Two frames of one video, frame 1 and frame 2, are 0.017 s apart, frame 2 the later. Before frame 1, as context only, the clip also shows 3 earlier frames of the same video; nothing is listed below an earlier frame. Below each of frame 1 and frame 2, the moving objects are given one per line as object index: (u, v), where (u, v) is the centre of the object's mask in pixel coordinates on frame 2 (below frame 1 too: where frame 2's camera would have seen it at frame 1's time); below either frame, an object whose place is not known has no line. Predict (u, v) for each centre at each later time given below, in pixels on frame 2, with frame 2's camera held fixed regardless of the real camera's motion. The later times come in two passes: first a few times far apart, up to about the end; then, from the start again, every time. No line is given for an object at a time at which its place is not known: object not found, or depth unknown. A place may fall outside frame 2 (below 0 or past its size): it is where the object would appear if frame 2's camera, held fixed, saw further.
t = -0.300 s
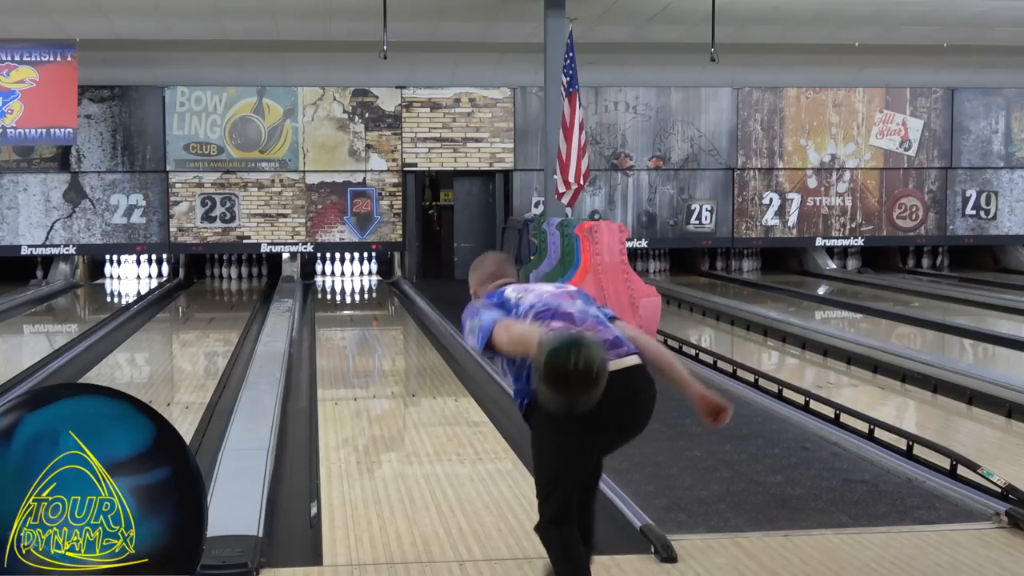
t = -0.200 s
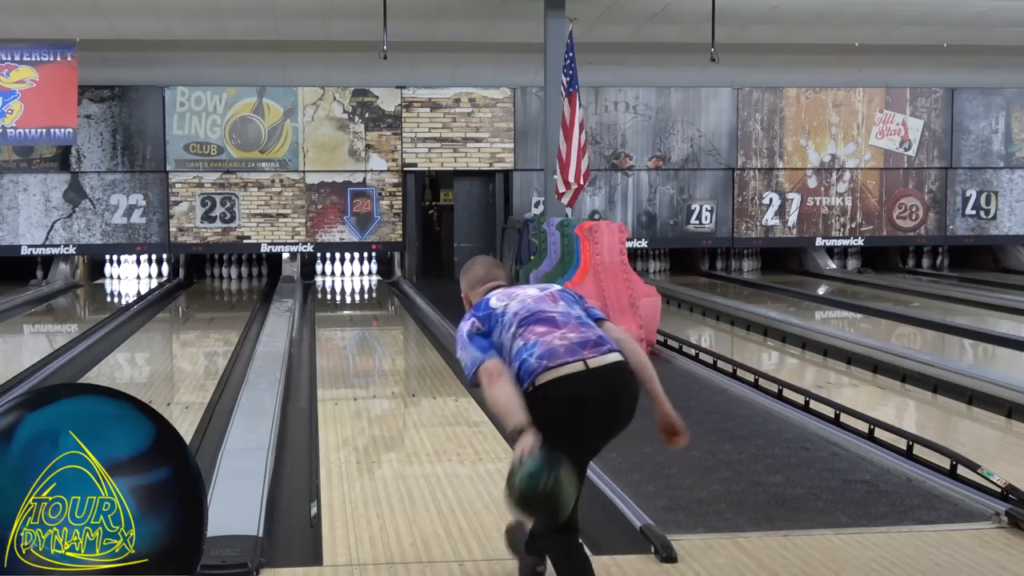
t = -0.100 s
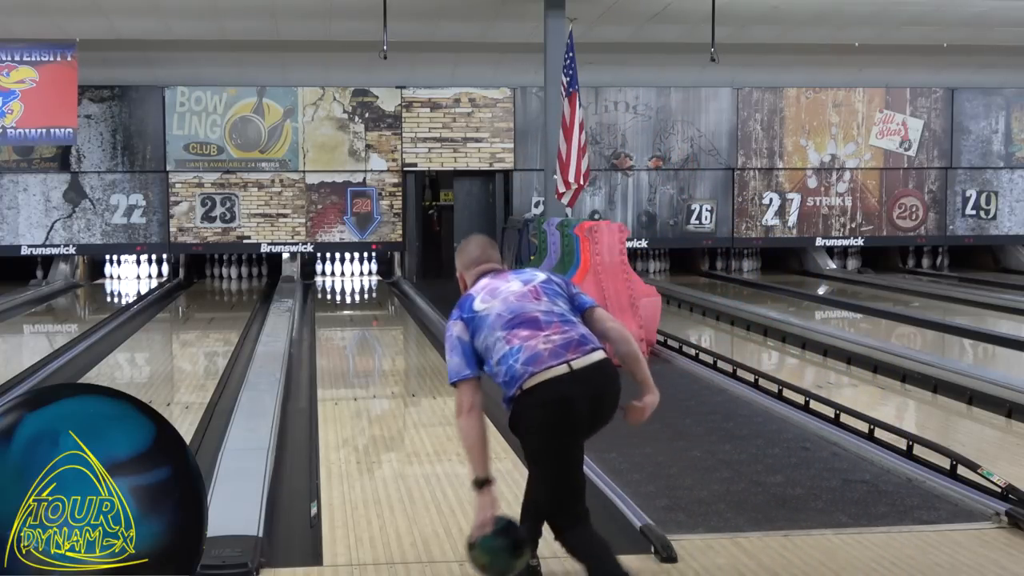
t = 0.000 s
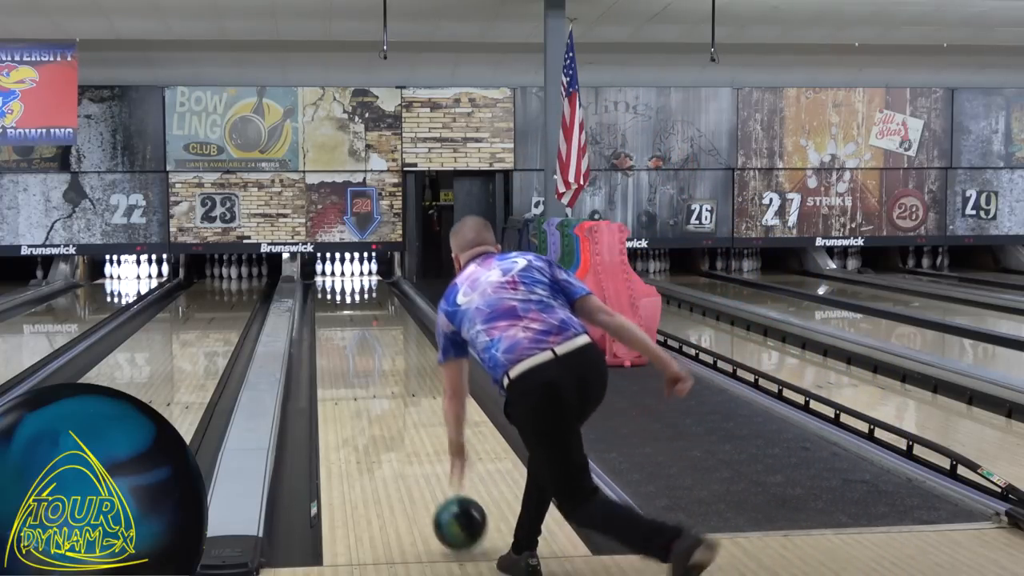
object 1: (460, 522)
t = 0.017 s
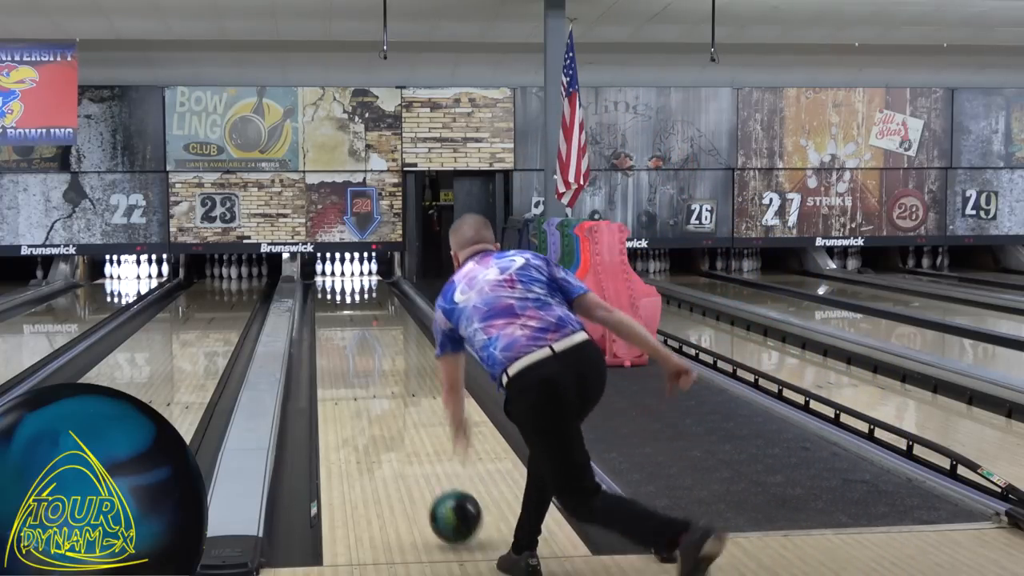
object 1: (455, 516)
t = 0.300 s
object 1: (402, 431)
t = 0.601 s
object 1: (371, 377)
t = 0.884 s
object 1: (354, 344)
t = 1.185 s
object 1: (342, 320)
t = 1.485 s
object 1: (335, 303)
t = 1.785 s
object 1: (330, 290)
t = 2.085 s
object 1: (333, 280)
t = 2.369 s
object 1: (340, 273)
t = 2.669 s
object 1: (345, 268)
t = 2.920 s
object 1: (351, 269)
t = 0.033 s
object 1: (451, 511)
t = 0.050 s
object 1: (447, 506)
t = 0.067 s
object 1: (443, 501)
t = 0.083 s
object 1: (439, 494)
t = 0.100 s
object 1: (436, 488)
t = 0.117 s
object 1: (432, 482)
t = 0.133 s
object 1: (429, 477)
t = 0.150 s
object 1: (426, 472)
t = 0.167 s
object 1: (423, 467)
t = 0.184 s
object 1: (420, 462)
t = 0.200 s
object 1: (417, 457)
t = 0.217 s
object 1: (414, 452)
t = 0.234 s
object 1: (411, 448)
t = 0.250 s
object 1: (409, 443)
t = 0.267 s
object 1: (407, 439)
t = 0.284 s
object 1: (404, 435)
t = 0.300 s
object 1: (402, 431)
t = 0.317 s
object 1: (399, 427)
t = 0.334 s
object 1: (398, 424)
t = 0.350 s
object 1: (396, 420)
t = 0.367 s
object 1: (394, 416)
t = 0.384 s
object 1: (392, 413)
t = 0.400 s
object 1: (390, 409)
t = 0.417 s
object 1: (388, 406)
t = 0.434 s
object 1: (386, 403)
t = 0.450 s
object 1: (384, 400)
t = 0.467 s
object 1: (383, 397)
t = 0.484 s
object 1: (381, 394)
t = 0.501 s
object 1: (379, 391)
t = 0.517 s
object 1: (378, 389)
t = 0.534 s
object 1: (377, 386)
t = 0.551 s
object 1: (375, 384)
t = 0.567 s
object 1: (374, 381)
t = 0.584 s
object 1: (372, 379)
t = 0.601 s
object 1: (371, 377)
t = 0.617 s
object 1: (370, 375)
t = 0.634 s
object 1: (369, 372)
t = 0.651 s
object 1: (368, 370)
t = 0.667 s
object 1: (366, 368)
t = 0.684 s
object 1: (365, 366)
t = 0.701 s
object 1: (364, 364)
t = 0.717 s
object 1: (363, 362)
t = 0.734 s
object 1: (362, 360)
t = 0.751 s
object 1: (361, 358)
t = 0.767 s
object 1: (360, 356)
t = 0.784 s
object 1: (359, 354)
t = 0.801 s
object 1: (358, 352)
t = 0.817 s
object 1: (357, 351)
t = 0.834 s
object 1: (356, 349)
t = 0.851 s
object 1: (356, 347)
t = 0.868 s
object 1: (355, 345)
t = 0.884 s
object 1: (354, 344)
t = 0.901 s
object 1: (353, 342)
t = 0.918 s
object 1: (352, 341)
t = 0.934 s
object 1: (351, 339)
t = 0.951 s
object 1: (351, 338)
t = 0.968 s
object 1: (350, 337)
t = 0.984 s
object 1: (349, 335)
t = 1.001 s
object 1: (349, 334)
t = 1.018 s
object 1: (348, 332)
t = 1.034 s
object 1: (347, 331)
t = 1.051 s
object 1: (346, 330)
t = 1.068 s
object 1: (346, 329)
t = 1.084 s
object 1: (345, 328)
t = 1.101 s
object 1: (345, 326)
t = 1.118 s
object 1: (344, 325)
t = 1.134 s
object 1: (343, 323)
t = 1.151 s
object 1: (343, 322)
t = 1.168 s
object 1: (342, 321)
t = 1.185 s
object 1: (342, 320)
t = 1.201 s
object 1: (342, 319)
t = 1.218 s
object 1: (341, 318)
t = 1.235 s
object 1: (340, 317)
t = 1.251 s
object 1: (340, 316)
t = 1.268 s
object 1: (340, 316)
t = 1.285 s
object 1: (339, 315)
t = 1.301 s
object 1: (339, 313)
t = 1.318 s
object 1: (338, 312)
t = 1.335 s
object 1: (338, 311)
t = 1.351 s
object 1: (338, 310)
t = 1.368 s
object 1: (337, 309)
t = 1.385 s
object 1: (337, 308)
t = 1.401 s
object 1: (337, 307)
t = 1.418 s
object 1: (336, 306)
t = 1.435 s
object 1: (336, 305)
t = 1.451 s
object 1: (336, 304)
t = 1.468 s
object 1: (335, 304)
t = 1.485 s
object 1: (335, 303)
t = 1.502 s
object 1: (334, 301)
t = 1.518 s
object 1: (334, 301)
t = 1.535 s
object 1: (334, 300)
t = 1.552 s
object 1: (334, 300)
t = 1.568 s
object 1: (334, 299)
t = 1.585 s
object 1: (333, 298)
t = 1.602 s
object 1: (333, 298)
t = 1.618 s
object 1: (332, 297)
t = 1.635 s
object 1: (332, 296)
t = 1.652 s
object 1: (332, 295)
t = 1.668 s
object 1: (331, 294)
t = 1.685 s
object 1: (331, 294)
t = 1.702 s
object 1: (331, 293)
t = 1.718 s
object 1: (331, 292)
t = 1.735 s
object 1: (331, 292)
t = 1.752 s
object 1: (331, 291)
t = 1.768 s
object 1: (331, 290)
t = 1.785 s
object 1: (330, 290)
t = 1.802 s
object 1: (330, 289)
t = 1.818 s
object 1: (330, 289)
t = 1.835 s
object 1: (330, 288)
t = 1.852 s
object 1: (330, 287)
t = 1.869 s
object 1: (330, 287)
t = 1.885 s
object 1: (330, 286)
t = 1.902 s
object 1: (330, 285)
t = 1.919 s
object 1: (331, 285)
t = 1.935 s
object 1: (330, 284)
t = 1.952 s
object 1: (330, 284)
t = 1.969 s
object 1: (331, 283)
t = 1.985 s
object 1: (331, 283)
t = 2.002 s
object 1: (331, 282)
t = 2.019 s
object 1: (331, 281)
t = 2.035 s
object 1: (332, 281)
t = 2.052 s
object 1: (332, 281)
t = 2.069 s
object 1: (333, 280)
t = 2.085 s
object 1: (333, 280)
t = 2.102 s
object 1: (333, 279)
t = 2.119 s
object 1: (334, 279)
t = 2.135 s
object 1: (334, 278)
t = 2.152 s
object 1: (334, 278)
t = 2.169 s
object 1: (335, 277)
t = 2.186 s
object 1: (335, 277)
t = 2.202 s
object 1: (335, 276)
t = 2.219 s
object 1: (336, 276)
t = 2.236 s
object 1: (337, 275)
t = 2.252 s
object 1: (337, 275)
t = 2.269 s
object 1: (338, 274)
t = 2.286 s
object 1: (338, 274)
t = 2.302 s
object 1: (338, 274)
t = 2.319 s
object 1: (339, 273)
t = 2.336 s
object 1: (339, 273)
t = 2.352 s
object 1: (340, 273)
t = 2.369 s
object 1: (340, 273)
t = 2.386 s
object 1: (341, 272)
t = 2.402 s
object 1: (341, 272)
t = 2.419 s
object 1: (342, 271)
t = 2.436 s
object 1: (342, 271)
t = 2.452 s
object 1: (342, 271)
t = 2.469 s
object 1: (341, 270)
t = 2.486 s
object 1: (342, 270)
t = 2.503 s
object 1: (342, 270)
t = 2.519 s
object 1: (343, 270)
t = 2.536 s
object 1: (343, 270)
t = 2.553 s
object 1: (343, 269)
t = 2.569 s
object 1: (343, 270)
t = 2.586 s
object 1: (343, 269)
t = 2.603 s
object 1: (343, 269)
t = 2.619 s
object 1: (343, 269)
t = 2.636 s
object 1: (344, 269)
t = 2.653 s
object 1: (344, 268)
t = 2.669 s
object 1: (345, 268)
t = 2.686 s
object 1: (344, 268)
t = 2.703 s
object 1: (345, 269)
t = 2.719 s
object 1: (346, 269)
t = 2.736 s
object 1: (346, 268)
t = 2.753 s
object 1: (346, 268)
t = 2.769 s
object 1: (348, 268)
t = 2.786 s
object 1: (347, 268)
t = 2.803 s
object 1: (347, 267)
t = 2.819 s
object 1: (347, 267)
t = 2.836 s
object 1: (348, 267)
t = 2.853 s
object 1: (349, 268)
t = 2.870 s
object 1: (350, 269)
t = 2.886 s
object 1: (350, 269)
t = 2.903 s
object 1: (350, 269)
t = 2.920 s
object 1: (351, 269)
